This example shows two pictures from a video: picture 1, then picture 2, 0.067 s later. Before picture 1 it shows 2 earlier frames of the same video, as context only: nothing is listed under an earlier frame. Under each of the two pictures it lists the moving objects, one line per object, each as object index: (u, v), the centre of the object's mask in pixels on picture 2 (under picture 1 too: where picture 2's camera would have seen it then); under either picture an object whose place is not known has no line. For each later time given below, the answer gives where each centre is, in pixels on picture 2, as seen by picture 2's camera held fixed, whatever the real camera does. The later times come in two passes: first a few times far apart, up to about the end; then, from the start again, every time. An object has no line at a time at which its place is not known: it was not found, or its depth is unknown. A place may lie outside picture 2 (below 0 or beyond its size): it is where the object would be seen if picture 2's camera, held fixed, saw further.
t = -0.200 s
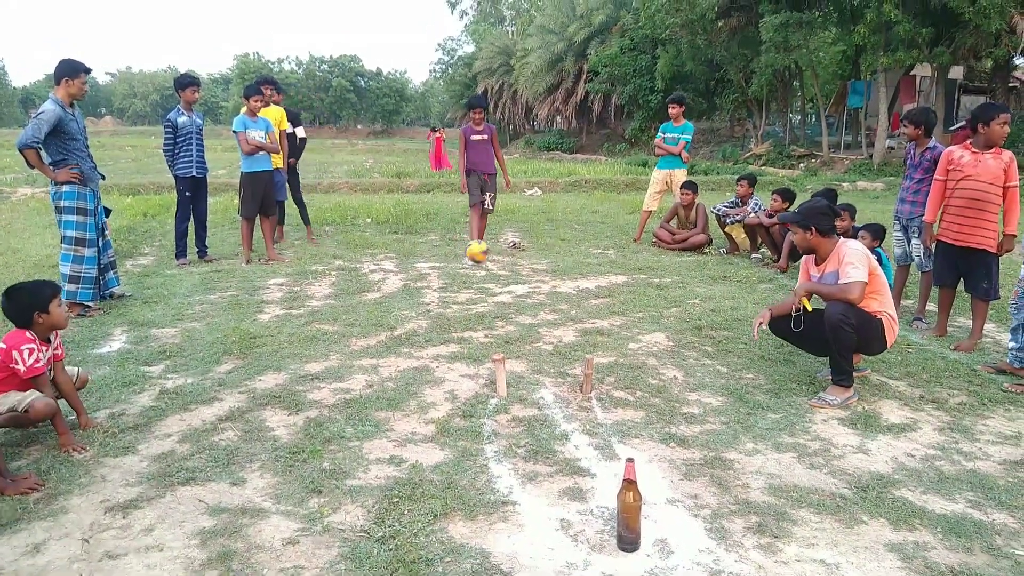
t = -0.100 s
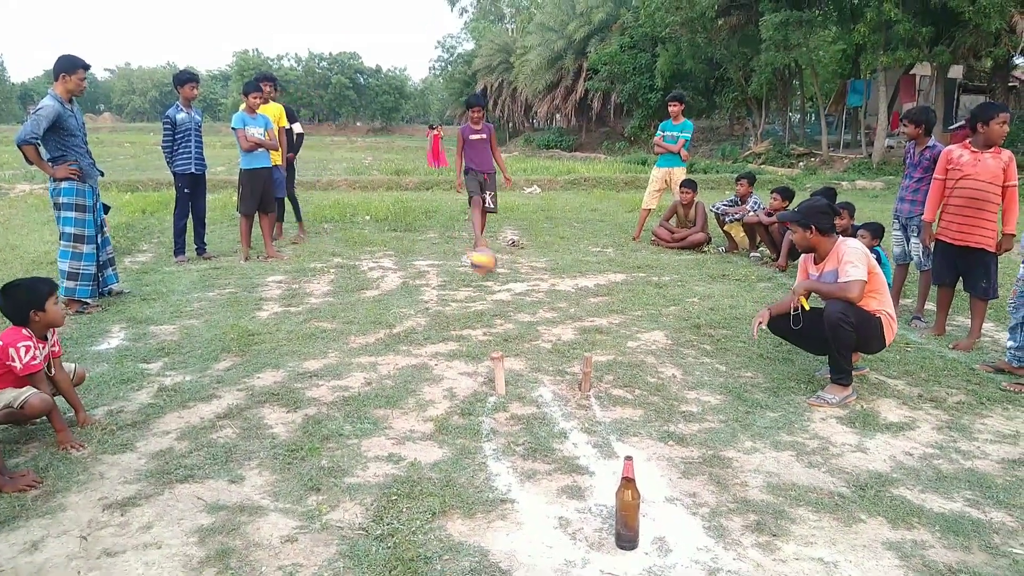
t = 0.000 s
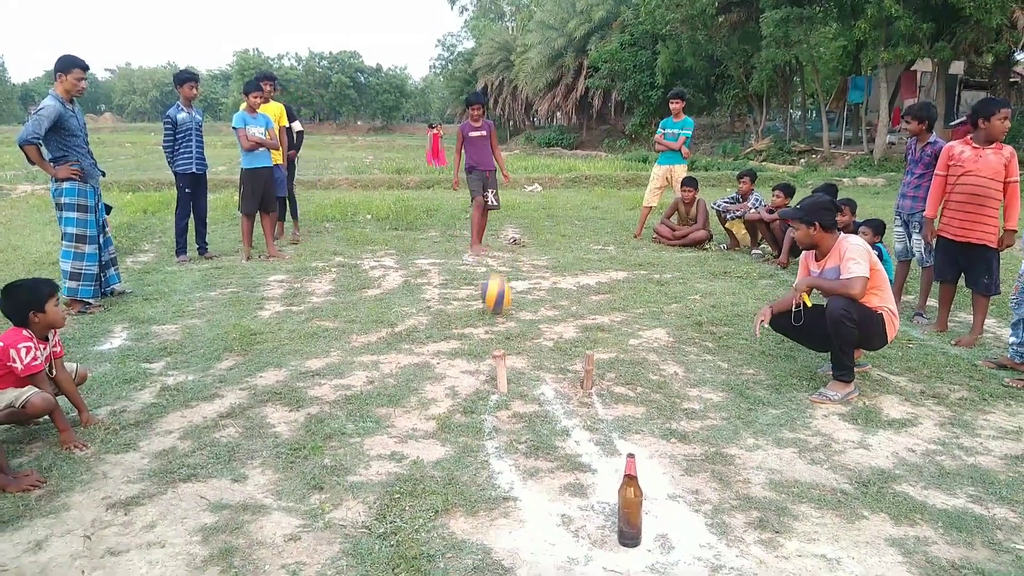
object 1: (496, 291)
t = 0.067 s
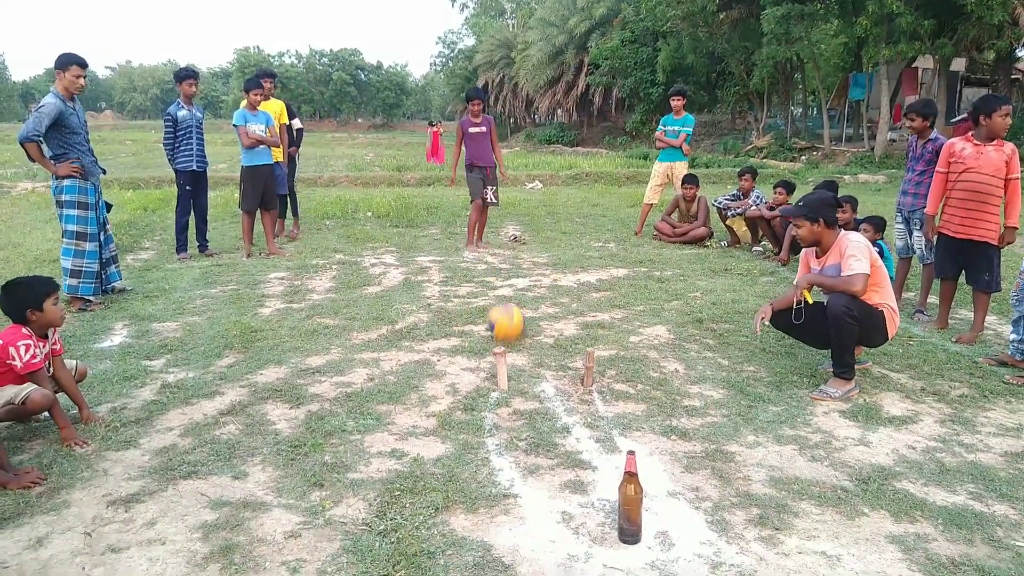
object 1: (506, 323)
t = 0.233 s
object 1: (575, 389)
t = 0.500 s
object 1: (837, 525)
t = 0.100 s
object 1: (513, 333)
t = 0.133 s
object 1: (518, 346)
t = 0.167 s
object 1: (526, 363)
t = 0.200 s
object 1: (549, 375)
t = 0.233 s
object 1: (575, 389)
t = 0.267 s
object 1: (598, 404)
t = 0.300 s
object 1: (631, 422)
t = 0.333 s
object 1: (658, 436)
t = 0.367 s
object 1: (685, 452)
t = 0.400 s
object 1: (716, 470)
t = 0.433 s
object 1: (754, 491)
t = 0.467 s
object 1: (792, 507)
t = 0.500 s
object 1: (837, 525)
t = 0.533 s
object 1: (885, 547)
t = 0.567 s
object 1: (936, 563)
